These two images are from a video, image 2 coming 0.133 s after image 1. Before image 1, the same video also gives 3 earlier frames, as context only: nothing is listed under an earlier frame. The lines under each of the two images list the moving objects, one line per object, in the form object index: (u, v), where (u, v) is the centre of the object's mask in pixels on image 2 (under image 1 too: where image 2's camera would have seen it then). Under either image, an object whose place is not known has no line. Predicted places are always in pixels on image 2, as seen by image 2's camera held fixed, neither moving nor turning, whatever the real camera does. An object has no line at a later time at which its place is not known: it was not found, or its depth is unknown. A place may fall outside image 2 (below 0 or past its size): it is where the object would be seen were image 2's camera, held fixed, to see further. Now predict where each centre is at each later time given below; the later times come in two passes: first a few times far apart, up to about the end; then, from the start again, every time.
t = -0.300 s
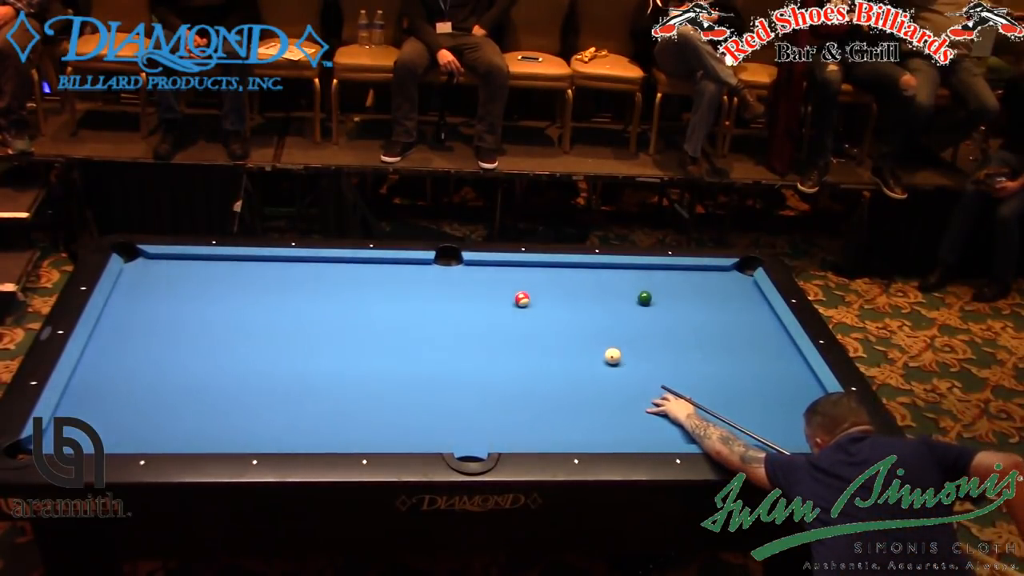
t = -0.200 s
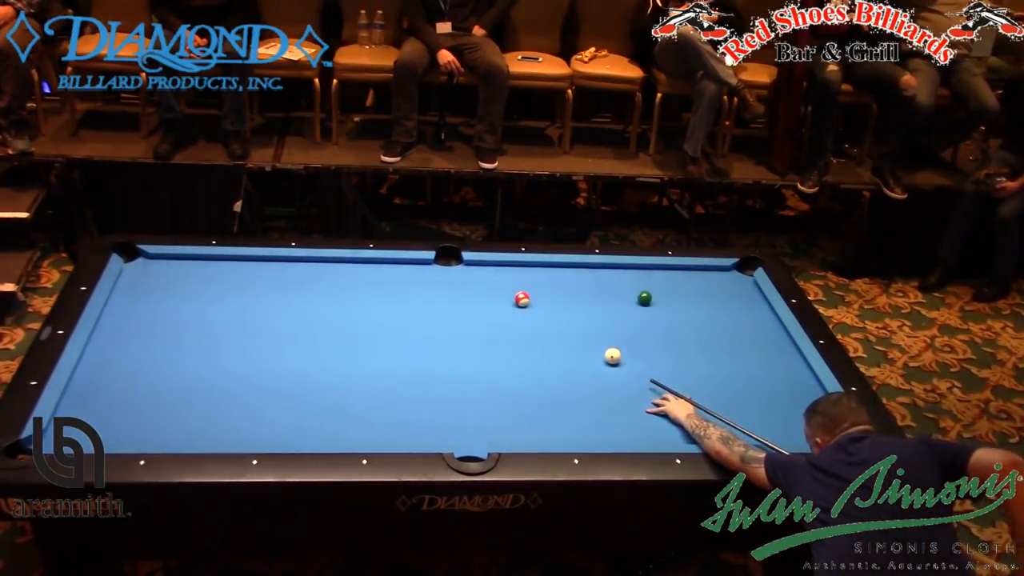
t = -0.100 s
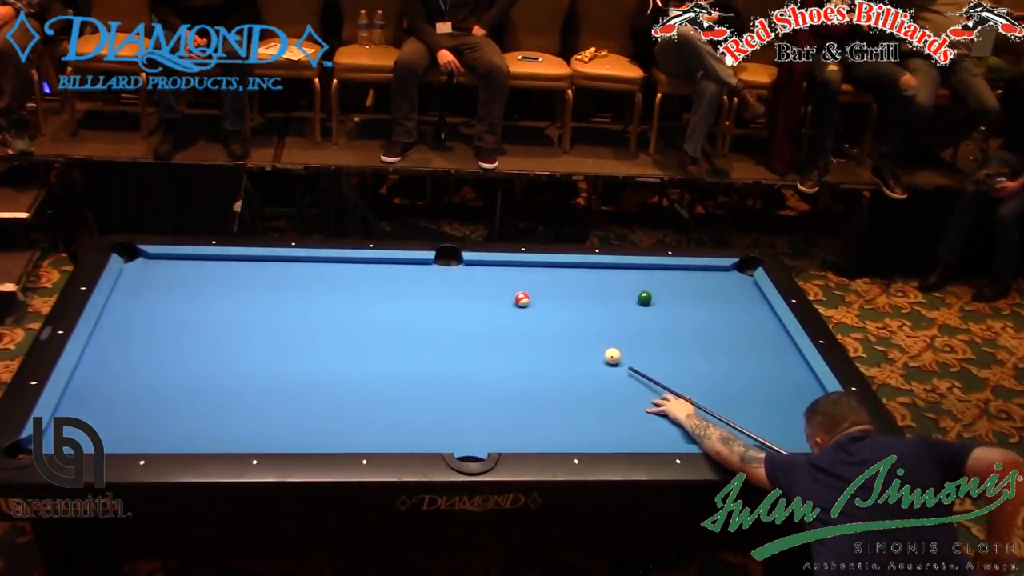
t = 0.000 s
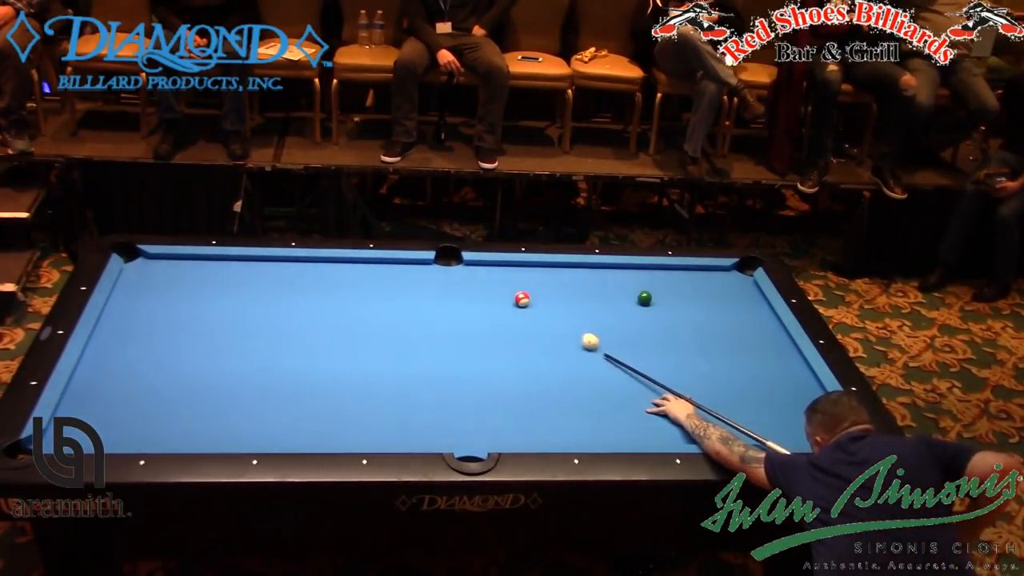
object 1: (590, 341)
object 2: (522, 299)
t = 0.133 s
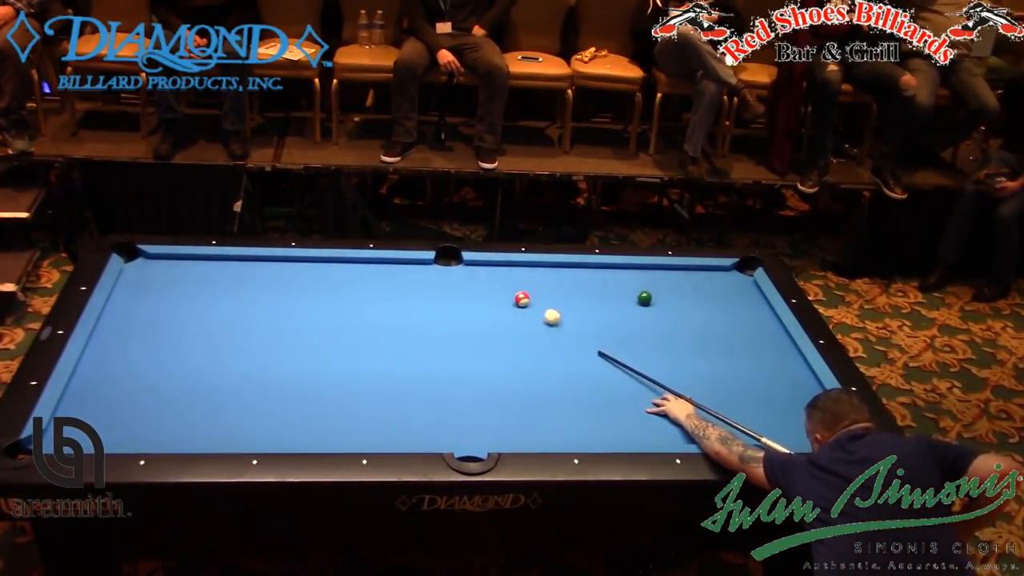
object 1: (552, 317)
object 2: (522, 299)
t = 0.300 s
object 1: (533, 303)
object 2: (505, 291)
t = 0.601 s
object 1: (535, 300)
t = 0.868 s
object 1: (536, 297)
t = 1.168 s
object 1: (538, 294)
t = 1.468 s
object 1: (539, 293)
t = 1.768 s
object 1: (539, 292)
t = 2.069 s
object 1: (540, 291)
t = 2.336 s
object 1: (540, 291)
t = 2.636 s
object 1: (540, 291)
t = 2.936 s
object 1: (540, 291)
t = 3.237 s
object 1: (540, 292)
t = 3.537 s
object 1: (540, 291)
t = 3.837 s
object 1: (540, 292)
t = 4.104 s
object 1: (540, 291)
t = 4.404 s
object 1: (540, 291)
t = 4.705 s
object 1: (540, 291)
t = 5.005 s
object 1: (540, 291)
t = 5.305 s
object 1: (540, 291)
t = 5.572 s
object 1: (540, 291)
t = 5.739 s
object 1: (540, 291)
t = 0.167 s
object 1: (544, 312)
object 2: (522, 299)
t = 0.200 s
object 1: (536, 307)
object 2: (522, 299)
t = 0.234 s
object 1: (533, 305)
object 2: (518, 298)
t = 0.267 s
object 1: (533, 304)
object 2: (511, 294)
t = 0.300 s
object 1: (533, 303)
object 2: (505, 291)
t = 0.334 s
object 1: (533, 303)
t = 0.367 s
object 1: (534, 302)
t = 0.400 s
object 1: (534, 302)
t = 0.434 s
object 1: (534, 302)
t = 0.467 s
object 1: (534, 301)
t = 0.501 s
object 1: (535, 301)
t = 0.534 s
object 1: (535, 300)
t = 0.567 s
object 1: (535, 300)
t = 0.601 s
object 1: (535, 300)
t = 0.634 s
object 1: (535, 299)
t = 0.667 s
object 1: (535, 299)
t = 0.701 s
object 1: (536, 298)
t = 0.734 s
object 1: (536, 298)
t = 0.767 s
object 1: (536, 298)
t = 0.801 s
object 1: (536, 297)
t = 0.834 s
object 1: (536, 297)
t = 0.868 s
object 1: (536, 297)
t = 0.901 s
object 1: (537, 296)
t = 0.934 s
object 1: (537, 296)
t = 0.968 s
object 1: (537, 296)
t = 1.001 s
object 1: (537, 296)
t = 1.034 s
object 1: (537, 295)
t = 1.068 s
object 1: (538, 295)
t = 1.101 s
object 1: (538, 295)
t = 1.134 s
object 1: (538, 294)
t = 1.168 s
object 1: (538, 294)
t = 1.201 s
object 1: (538, 294)
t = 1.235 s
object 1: (538, 294)
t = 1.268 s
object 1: (538, 294)
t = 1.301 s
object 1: (539, 293)
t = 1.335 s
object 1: (539, 293)
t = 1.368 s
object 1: (539, 293)
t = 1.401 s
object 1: (539, 293)
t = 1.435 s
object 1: (539, 293)
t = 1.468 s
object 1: (539, 293)
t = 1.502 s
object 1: (539, 292)
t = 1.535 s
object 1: (539, 292)
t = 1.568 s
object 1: (539, 292)
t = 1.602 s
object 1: (539, 292)
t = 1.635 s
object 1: (539, 292)
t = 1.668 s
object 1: (539, 292)
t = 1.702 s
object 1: (539, 292)
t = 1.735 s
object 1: (539, 292)
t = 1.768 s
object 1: (539, 292)
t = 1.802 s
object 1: (539, 292)
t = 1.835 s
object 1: (539, 292)
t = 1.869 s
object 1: (539, 292)
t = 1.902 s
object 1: (539, 292)
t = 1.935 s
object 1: (540, 291)
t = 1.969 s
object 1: (540, 291)
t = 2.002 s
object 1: (540, 291)
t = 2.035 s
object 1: (540, 292)
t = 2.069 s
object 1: (540, 291)
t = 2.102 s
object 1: (540, 291)
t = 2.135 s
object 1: (540, 291)
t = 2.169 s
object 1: (540, 291)
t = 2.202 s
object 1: (540, 291)
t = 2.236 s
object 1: (540, 291)
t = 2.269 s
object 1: (540, 291)
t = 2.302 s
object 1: (540, 292)
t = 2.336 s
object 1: (540, 291)
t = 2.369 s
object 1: (540, 292)
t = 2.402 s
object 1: (540, 292)
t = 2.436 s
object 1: (540, 292)
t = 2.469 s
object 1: (540, 292)
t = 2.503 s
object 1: (540, 292)
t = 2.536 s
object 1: (540, 292)
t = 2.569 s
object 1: (540, 292)
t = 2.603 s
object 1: (540, 292)
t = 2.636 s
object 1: (540, 291)
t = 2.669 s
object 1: (540, 292)
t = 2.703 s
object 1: (540, 292)
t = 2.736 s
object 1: (540, 292)
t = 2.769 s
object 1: (540, 292)
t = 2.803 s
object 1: (540, 292)
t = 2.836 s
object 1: (540, 292)
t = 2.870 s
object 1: (540, 292)
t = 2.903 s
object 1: (540, 292)
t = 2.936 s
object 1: (540, 291)
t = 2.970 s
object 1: (540, 292)
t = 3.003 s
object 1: (540, 292)
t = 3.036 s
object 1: (540, 292)
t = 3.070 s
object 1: (540, 292)
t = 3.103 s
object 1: (540, 292)
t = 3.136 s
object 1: (540, 292)
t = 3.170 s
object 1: (540, 292)
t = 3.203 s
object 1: (540, 292)
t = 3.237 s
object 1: (540, 292)
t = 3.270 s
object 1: (540, 292)
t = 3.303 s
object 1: (540, 292)
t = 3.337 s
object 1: (540, 292)
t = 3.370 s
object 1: (540, 291)
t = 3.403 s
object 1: (540, 292)
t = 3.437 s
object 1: (540, 291)
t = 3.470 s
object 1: (540, 291)
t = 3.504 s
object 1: (540, 291)
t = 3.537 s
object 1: (540, 291)
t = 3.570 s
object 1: (540, 292)
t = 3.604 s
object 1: (540, 292)
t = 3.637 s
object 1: (540, 291)
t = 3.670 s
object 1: (540, 291)
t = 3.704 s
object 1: (540, 291)
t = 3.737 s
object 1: (540, 291)
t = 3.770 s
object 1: (540, 291)
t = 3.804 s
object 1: (540, 292)
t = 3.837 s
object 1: (540, 292)
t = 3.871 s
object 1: (540, 291)
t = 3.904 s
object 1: (540, 291)
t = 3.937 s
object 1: (540, 291)
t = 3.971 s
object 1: (540, 291)
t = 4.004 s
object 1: (540, 292)
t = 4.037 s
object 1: (540, 291)
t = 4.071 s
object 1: (540, 291)
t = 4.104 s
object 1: (540, 291)
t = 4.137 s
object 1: (540, 291)
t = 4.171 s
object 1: (540, 291)
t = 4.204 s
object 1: (540, 291)
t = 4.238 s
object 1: (540, 291)
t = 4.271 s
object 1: (540, 291)
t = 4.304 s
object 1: (540, 291)
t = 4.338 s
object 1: (540, 291)
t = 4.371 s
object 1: (540, 291)
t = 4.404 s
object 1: (540, 291)
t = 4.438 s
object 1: (540, 291)
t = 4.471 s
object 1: (540, 291)
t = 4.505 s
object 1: (540, 291)
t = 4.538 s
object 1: (540, 291)
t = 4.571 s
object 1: (540, 291)
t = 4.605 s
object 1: (540, 291)
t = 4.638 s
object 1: (540, 291)
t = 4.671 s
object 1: (540, 291)
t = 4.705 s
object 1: (540, 291)
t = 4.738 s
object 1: (540, 291)
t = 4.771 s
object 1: (540, 291)
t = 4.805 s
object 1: (540, 291)
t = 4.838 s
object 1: (540, 291)
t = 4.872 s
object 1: (540, 291)
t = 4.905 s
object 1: (540, 291)
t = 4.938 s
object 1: (540, 291)
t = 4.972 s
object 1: (540, 291)
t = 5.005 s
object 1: (540, 291)
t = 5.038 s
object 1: (540, 291)
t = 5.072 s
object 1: (540, 291)
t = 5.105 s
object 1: (540, 291)
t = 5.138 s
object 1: (540, 291)
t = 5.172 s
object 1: (540, 291)
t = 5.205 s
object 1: (540, 291)
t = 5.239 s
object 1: (540, 291)
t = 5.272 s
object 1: (540, 291)
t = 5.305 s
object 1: (540, 291)
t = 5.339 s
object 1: (540, 291)
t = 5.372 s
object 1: (540, 292)
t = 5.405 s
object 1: (540, 292)
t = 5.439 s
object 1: (540, 291)
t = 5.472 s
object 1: (540, 291)
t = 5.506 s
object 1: (540, 291)
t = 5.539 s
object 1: (540, 291)
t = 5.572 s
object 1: (540, 291)
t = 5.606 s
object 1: (540, 291)
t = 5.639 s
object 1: (540, 291)
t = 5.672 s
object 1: (540, 291)
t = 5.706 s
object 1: (540, 291)
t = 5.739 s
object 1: (540, 291)
